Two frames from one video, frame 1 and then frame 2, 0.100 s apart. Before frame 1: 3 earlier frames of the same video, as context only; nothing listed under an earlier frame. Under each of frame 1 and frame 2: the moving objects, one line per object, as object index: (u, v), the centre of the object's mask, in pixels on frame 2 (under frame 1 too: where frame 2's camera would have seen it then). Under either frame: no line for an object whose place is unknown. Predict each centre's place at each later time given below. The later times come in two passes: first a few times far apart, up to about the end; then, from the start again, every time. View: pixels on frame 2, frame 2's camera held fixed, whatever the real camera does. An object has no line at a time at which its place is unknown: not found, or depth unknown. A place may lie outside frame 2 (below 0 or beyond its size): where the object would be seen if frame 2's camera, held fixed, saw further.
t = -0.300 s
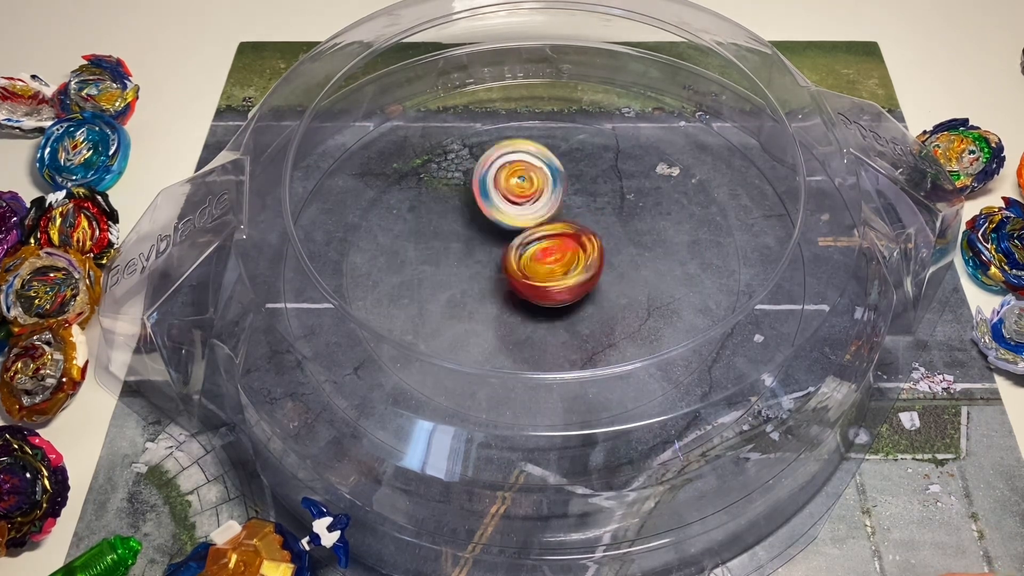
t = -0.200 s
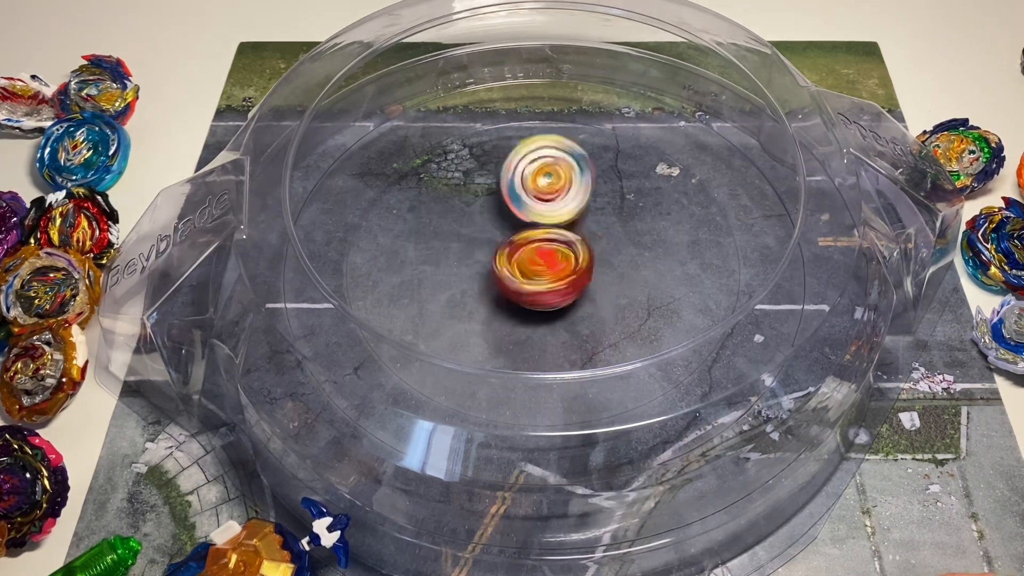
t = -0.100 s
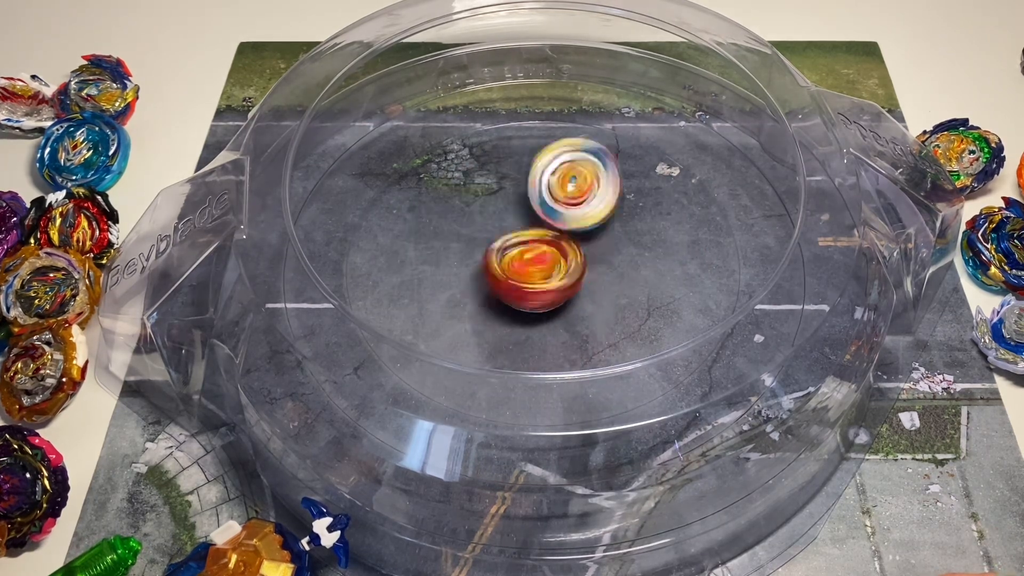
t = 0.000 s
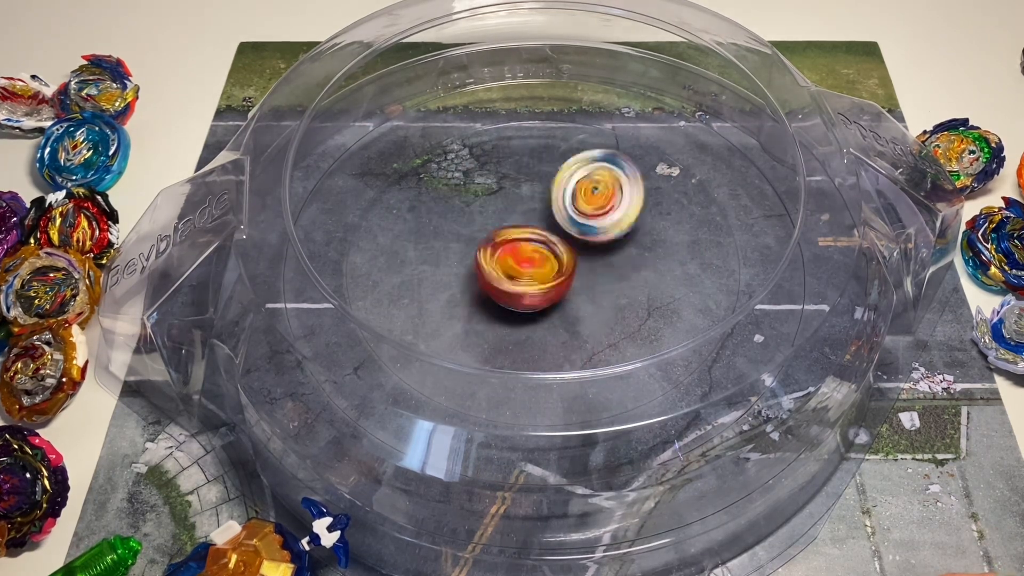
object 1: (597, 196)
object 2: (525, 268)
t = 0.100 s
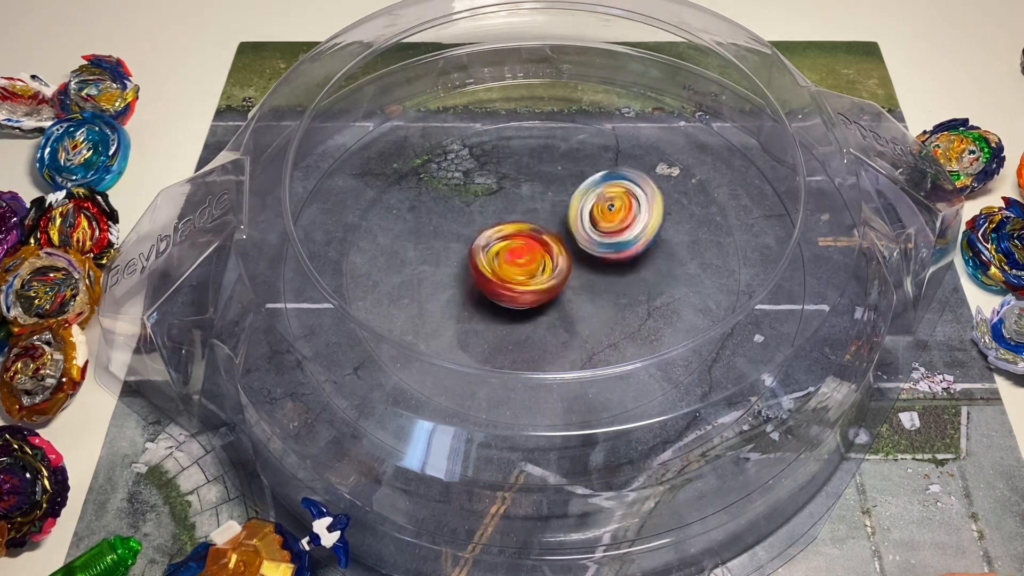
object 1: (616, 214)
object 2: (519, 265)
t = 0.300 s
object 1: (628, 260)
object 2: (518, 254)
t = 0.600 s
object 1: (572, 318)
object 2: (536, 238)
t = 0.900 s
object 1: (478, 303)
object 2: (551, 241)
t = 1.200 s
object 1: (456, 233)
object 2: (563, 262)
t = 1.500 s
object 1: (525, 190)
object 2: (551, 271)
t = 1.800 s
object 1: (614, 206)
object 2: (527, 281)
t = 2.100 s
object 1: (630, 276)
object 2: (528, 254)
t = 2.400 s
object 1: (546, 316)
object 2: (555, 234)
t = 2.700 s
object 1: (466, 270)
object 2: (564, 248)
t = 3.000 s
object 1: (489, 206)
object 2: (555, 272)
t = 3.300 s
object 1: (572, 209)
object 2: (523, 278)
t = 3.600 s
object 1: (616, 277)
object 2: (515, 261)
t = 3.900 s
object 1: (558, 318)
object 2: (555, 230)
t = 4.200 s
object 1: (467, 257)
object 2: (568, 229)
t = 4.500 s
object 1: (480, 200)
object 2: (538, 281)
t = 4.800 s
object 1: (578, 224)
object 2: (540, 297)
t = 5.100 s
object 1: (665, 274)
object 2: (477, 274)
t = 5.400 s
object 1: (600, 299)
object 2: (507, 270)
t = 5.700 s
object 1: (586, 285)
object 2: (500, 258)
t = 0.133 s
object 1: (621, 221)
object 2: (517, 263)
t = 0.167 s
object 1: (624, 227)
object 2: (517, 261)
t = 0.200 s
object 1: (627, 236)
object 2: (517, 260)
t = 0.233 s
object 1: (628, 244)
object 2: (517, 258)
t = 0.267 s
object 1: (629, 252)
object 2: (518, 257)
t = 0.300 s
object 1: (628, 260)
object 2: (518, 254)
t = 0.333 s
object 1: (627, 267)
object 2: (520, 252)
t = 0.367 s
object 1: (622, 276)
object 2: (522, 251)
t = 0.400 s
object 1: (617, 283)
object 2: (524, 250)
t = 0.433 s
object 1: (613, 290)
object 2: (527, 249)
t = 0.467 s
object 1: (606, 298)
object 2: (529, 244)
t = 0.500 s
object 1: (600, 304)
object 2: (531, 243)
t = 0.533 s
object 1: (591, 310)
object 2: (531, 241)
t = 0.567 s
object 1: (582, 314)
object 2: (534, 239)
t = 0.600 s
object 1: (572, 318)
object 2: (536, 238)
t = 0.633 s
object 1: (560, 321)
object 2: (538, 236)
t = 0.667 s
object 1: (549, 323)
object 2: (540, 236)
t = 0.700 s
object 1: (538, 323)
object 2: (541, 236)
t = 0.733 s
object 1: (527, 322)
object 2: (544, 235)
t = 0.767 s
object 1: (516, 321)
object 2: (546, 236)
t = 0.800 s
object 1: (504, 318)
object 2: (547, 237)
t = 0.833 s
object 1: (496, 314)
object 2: (548, 238)
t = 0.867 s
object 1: (485, 309)
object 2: (549, 240)
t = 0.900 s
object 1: (478, 303)
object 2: (551, 241)
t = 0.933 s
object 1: (472, 297)
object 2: (552, 244)
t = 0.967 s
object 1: (464, 290)
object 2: (552, 246)
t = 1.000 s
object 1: (461, 283)
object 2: (553, 248)
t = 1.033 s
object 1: (457, 274)
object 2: (553, 251)
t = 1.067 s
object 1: (452, 266)
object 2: (557, 254)
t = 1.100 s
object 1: (452, 257)
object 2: (559, 256)
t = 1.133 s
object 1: (452, 249)
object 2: (560, 258)
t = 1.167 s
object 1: (454, 241)
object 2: (562, 260)
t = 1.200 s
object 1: (456, 233)
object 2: (563, 262)
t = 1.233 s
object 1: (461, 226)
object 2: (563, 263)
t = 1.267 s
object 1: (465, 218)
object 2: (564, 265)
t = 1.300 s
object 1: (471, 213)
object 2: (562, 266)
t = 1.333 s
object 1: (479, 207)
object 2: (561, 267)
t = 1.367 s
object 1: (486, 204)
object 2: (561, 268)
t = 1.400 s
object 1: (496, 199)
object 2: (559, 268)
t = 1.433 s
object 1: (504, 196)
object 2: (557, 269)
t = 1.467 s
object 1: (514, 193)
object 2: (554, 269)
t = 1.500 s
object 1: (525, 190)
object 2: (551, 271)
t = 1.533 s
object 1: (536, 189)
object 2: (546, 276)
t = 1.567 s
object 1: (548, 187)
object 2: (544, 278)
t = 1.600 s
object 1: (558, 189)
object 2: (541, 281)
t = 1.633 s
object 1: (569, 188)
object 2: (538, 282)
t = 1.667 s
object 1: (579, 191)
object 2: (536, 283)
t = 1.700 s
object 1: (590, 192)
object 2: (534, 283)
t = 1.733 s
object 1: (598, 197)
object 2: (530, 283)
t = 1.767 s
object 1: (608, 200)
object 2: (528, 282)
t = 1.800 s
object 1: (614, 206)
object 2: (527, 281)
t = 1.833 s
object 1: (623, 212)
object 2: (524, 279)
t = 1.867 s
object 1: (627, 219)
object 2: (523, 277)
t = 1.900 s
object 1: (633, 226)
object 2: (523, 274)
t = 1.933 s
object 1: (634, 234)
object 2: (522, 271)
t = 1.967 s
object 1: (637, 242)
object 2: (522, 268)
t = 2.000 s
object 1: (637, 251)
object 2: (523, 265)
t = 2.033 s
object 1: (637, 259)
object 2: (523, 260)
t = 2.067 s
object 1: (634, 268)
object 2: (526, 257)
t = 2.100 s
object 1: (630, 276)
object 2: (528, 254)
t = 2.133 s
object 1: (624, 284)
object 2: (530, 249)
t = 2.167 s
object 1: (617, 291)
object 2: (534, 247)
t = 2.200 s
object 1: (609, 298)
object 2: (536, 244)
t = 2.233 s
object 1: (600, 304)
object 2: (539, 241)
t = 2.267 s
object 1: (590, 308)
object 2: (543, 239)
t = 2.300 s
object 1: (579, 312)
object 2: (545, 237)
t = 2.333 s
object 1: (568, 315)
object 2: (549, 235)
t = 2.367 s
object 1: (555, 316)
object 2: (554, 235)
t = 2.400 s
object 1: (546, 316)
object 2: (555, 234)
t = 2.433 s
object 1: (532, 315)
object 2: (558, 234)
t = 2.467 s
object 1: (521, 313)
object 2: (561, 234)
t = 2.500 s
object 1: (510, 309)
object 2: (562, 235)
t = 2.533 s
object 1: (500, 305)
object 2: (564, 236)
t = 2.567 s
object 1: (491, 299)
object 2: (565, 239)
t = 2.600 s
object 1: (484, 293)
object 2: (565, 240)
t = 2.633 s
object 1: (476, 286)
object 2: (565, 242)
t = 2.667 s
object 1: (471, 279)
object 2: (565, 245)
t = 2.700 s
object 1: (466, 270)
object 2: (564, 248)
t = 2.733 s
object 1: (465, 263)
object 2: (563, 250)
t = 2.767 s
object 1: (462, 254)
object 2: (560, 253)
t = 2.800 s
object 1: (462, 246)
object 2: (563, 257)
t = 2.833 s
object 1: (463, 237)
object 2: (562, 261)
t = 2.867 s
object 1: (467, 231)
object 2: (560, 264)
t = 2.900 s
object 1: (469, 224)
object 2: (561, 265)
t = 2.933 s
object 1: (476, 217)
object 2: (561, 268)
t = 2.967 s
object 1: (481, 211)
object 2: (558, 271)
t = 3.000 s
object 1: (489, 206)
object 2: (555, 272)
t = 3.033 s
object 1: (496, 202)
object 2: (554, 273)
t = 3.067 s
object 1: (506, 199)
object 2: (551, 274)
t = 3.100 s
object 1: (514, 197)
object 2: (547, 274)
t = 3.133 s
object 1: (524, 196)
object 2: (543, 276)
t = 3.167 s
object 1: (533, 197)
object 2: (538, 277)
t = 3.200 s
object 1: (544, 197)
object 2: (534, 277)
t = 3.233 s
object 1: (554, 200)
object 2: (530, 279)
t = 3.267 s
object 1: (564, 203)
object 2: (527, 279)
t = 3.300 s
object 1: (572, 209)
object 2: (523, 278)
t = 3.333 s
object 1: (580, 215)
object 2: (521, 278)
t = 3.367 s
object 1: (590, 224)
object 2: (516, 277)
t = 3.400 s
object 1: (596, 231)
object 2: (513, 275)
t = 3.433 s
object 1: (603, 239)
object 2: (513, 273)
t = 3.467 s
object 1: (607, 247)
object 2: (512, 271)
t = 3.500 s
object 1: (612, 254)
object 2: (511, 269)
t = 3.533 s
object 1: (614, 263)
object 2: (510, 265)
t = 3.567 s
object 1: (616, 269)
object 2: (513, 263)
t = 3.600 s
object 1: (616, 277)
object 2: (515, 261)
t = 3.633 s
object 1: (616, 283)
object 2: (517, 258)
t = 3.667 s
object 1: (614, 288)
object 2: (521, 255)
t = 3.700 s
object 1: (609, 295)
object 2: (525, 253)
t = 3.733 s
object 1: (606, 299)
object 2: (528, 251)
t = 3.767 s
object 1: (599, 305)
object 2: (533, 247)
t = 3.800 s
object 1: (592, 308)
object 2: (538, 244)
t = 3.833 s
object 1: (583, 314)
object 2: (544, 239)
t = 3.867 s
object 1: (571, 316)
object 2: (550, 234)
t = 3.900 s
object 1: (558, 318)
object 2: (555, 230)
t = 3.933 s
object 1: (545, 316)
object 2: (557, 226)
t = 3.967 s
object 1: (532, 312)
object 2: (560, 223)
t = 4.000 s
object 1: (520, 307)
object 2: (562, 220)
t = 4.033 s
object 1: (508, 301)
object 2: (565, 219)
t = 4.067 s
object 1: (499, 293)
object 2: (566, 221)
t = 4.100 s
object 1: (488, 285)
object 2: (566, 222)
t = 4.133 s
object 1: (479, 276)
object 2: (567, 223)
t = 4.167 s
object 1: (473, 267)
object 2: (569, 225)
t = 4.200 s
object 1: (467, 257)
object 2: (568, 229)
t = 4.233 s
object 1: (464, 249)
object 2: (566, 235)
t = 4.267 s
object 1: (462, 241)
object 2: (564, 239)
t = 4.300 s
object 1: (462, 233)
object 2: (561, 243)
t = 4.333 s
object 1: (462, 226)
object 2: (557, 247)
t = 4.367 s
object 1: (462, 219)
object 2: (554, 255)
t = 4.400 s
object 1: (462, 210)
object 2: (550, 261)
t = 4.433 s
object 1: (468, 206)
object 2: (545, 269)
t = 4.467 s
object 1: (474, 202)
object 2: (541, 275)
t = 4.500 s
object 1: (480, 200)
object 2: (538, 281)
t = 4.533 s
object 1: (489, 198)
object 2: (536, 287)
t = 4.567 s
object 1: (499, 198)
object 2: (536, 292)
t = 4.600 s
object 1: (510, 199)
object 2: (536, 296)
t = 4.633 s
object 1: (521, 201)
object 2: (535, 299)
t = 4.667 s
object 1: (534, 205)
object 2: (535, 300)
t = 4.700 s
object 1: (546, 208)
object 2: (536, 301)
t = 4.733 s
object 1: (555, 213)
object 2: (536, 300)
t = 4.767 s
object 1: (568, 217)
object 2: (538, 298)
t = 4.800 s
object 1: (578, 224)
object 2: (540, 297)
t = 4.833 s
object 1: (587, 230)
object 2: (538, 295)
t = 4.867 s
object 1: (595, 236)
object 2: (533, 293)
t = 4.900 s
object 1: (614, 241)
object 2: (517, 290)
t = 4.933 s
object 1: (631, 247)
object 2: (504, 285)
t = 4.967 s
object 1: (641, 254)
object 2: (492, 279)
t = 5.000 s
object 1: (651, 260)
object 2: (482, 276)
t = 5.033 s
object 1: (657, 266)
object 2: (477, 274)
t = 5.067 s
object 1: (661, 271)
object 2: (475, 274)
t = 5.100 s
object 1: (665, 274)
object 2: (477, 274)
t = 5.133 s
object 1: (664, 279)
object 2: (479, 273)
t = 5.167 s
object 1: (661, 283)
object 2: (483, 272)
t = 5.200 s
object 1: (658, 286)
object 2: (491, 272)
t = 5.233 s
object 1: (650, 290)
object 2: (499, 272)
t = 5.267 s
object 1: (640, 293)
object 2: (506, 274)
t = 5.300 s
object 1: (627, 295)
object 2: (511, 276)
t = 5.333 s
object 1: (611, 298)
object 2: (514, 277)
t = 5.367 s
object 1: (606, 299)
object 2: (510, 273)
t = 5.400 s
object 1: (600, 299)
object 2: (507, 270)
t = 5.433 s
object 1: (594, 298)
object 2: (507, 268)
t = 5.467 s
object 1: (591, 296)
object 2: (507, 265)
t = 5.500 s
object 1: (590, 295)
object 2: (506, 263)
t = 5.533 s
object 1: (589, 293)
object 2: (505, 262)
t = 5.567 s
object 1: (588, 290)
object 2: (503, 260)
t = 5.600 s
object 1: (586, 287)
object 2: (501, 259)
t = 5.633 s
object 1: (585, 286)
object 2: (499, 258)
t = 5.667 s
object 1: (585, 285)
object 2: (500, 258)
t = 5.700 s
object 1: (586, 285)
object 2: (500, 258)
